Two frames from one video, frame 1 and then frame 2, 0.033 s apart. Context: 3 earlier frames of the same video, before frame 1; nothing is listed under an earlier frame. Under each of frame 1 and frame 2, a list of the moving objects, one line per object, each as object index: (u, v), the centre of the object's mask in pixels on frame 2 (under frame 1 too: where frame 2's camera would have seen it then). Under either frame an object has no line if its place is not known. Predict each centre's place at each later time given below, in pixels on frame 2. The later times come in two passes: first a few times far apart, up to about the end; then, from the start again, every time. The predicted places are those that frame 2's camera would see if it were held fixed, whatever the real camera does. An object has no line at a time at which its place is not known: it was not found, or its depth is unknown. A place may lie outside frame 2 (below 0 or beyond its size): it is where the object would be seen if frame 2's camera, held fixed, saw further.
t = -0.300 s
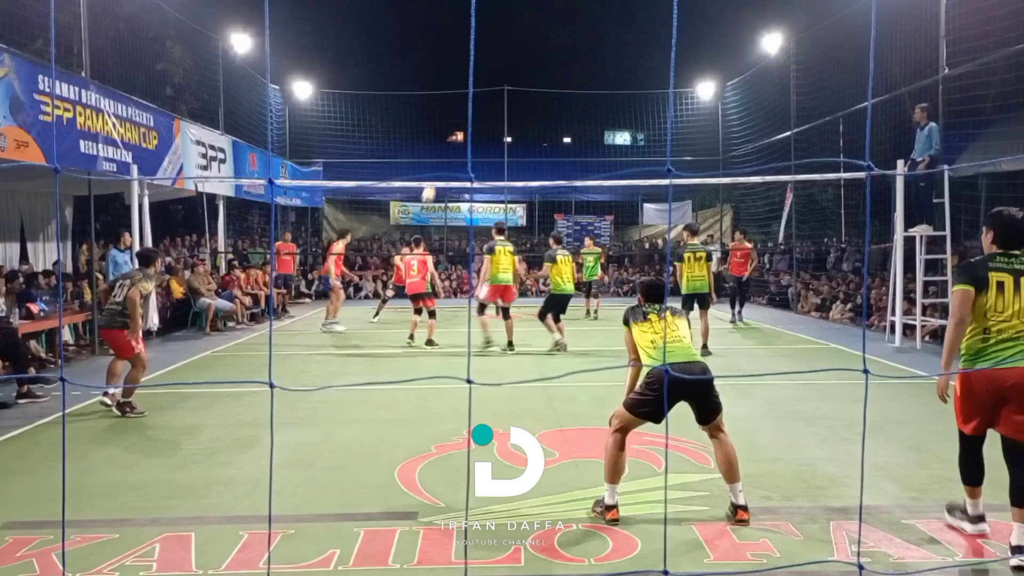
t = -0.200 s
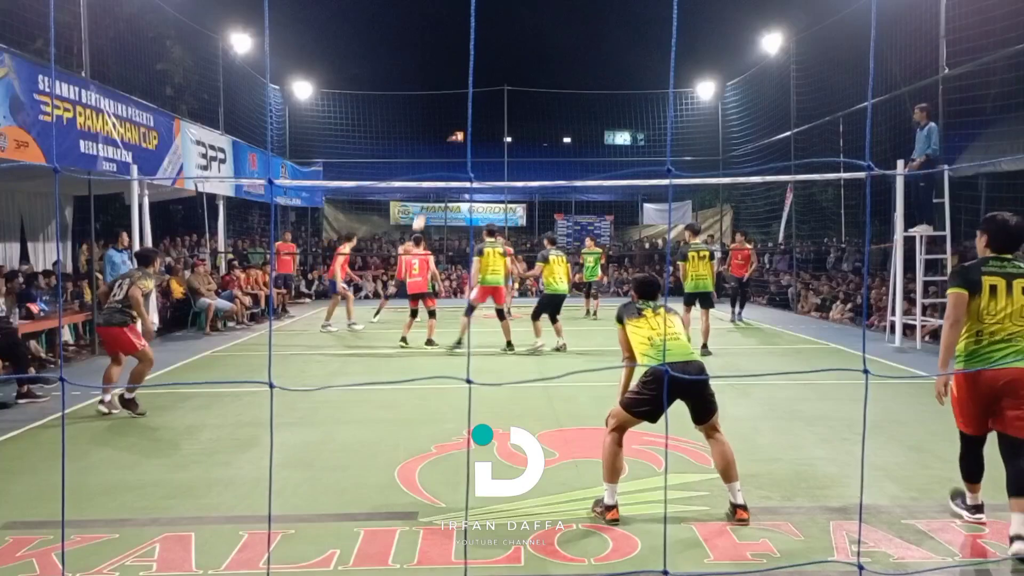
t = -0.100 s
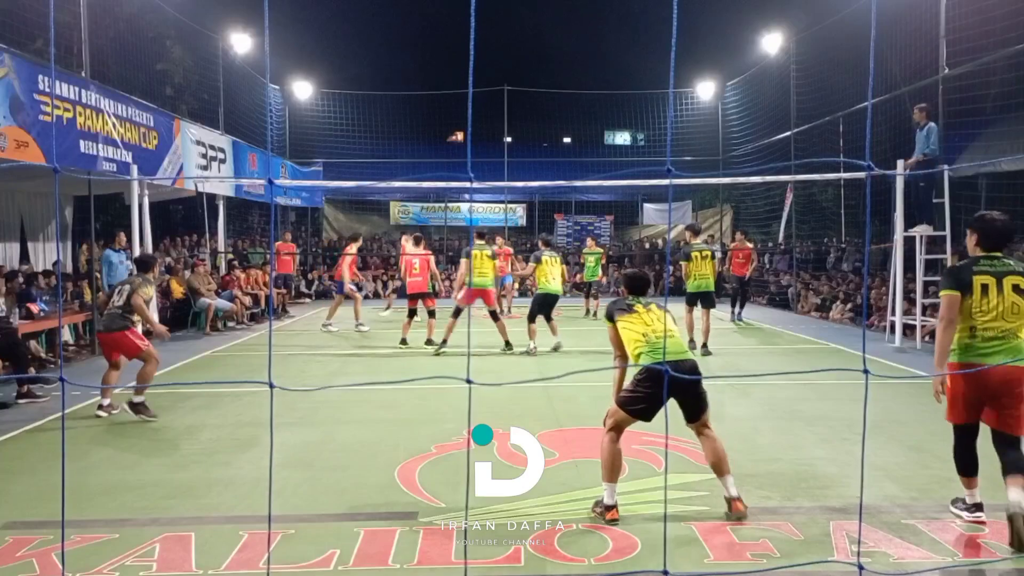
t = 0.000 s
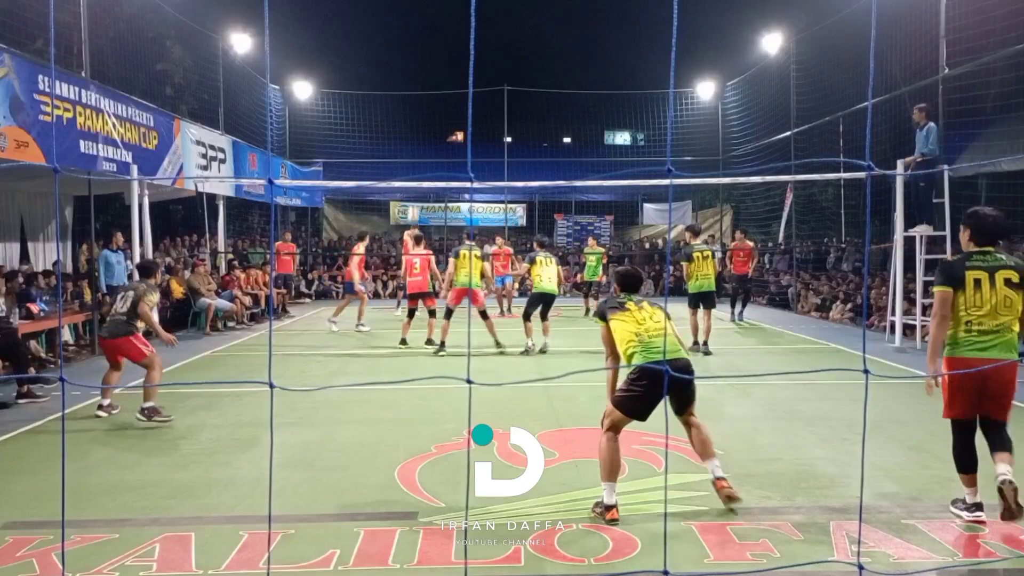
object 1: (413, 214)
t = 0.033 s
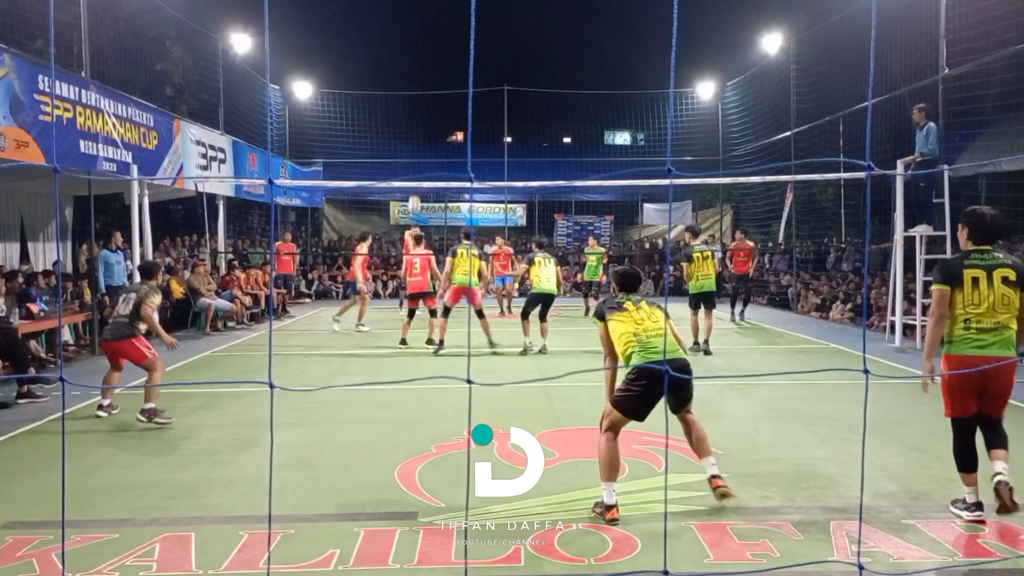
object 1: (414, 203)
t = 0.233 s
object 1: (418, 150)
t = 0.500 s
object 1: (425, 108)
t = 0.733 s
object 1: (432, 101)
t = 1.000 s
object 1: (442, 136)
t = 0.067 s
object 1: (415, 194)
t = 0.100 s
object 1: (416, 184)
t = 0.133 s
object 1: (416, 174)
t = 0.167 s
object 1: (417, 166)
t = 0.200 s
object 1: (418, 158)
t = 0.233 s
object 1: (418, 150)
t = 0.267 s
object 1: (419, 143)
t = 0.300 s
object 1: (420, 136)
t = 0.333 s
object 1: (421, 130)
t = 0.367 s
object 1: (422, 124)
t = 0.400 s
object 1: (423, 119)
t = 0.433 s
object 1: (423, 115)
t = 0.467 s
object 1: (424, 111)
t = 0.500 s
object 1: (425, 108)
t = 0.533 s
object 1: (426, 105)
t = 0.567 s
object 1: (427, 103)
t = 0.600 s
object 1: (428, 101)
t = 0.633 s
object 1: (429, 100)
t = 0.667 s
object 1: (430, 100)
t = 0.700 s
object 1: (431, 101)
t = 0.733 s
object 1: (432, 101)
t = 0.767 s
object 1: (434, 103)
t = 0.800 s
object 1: (435, 106)
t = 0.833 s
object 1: (436, 109)
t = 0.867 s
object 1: (437, 113)
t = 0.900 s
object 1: (438, 117)
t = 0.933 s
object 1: (440, 123)
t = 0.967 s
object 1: (441, 129)
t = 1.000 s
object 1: (442, 136)
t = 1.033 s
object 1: (443, 143)
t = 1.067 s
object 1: (445, 152)
